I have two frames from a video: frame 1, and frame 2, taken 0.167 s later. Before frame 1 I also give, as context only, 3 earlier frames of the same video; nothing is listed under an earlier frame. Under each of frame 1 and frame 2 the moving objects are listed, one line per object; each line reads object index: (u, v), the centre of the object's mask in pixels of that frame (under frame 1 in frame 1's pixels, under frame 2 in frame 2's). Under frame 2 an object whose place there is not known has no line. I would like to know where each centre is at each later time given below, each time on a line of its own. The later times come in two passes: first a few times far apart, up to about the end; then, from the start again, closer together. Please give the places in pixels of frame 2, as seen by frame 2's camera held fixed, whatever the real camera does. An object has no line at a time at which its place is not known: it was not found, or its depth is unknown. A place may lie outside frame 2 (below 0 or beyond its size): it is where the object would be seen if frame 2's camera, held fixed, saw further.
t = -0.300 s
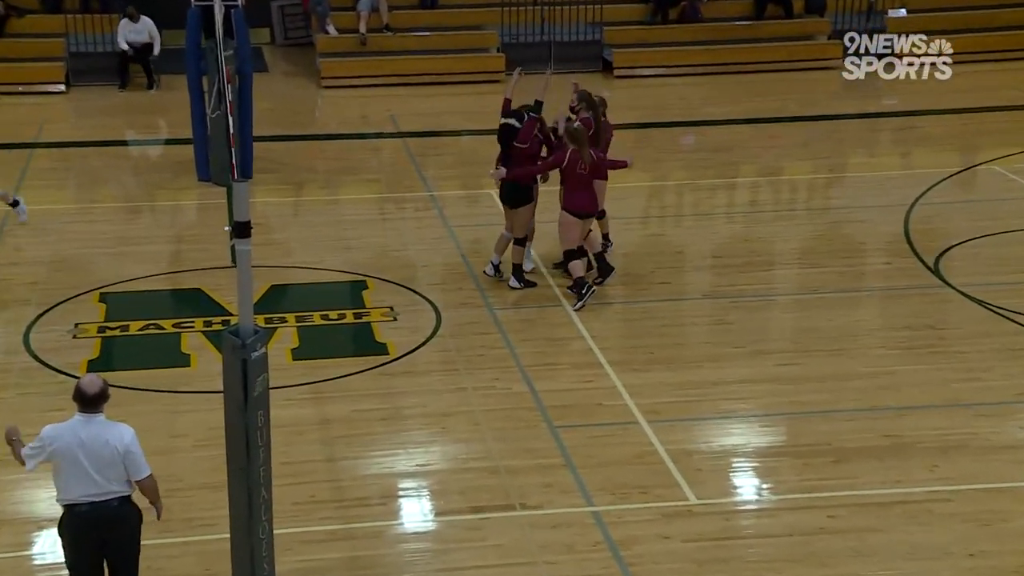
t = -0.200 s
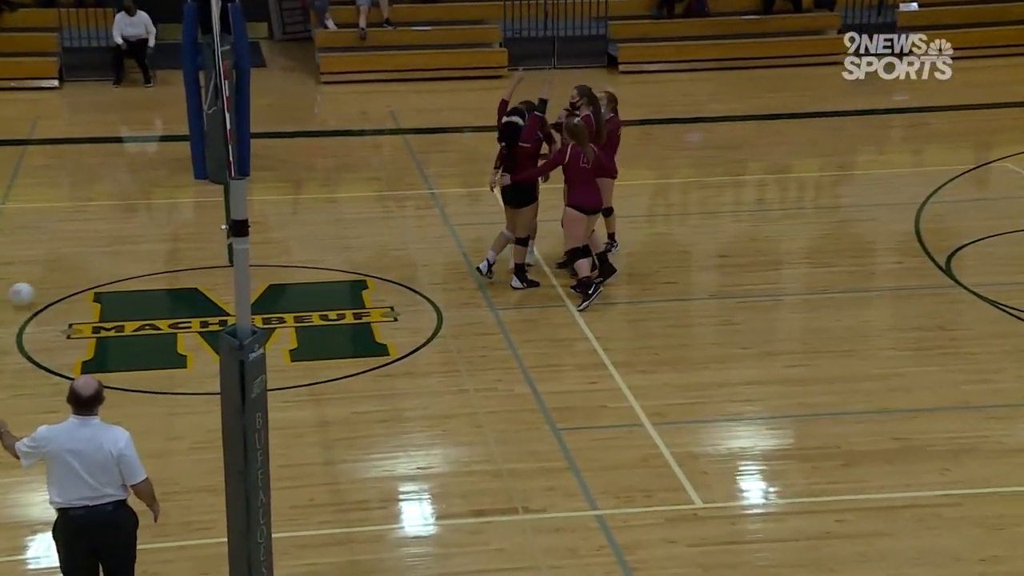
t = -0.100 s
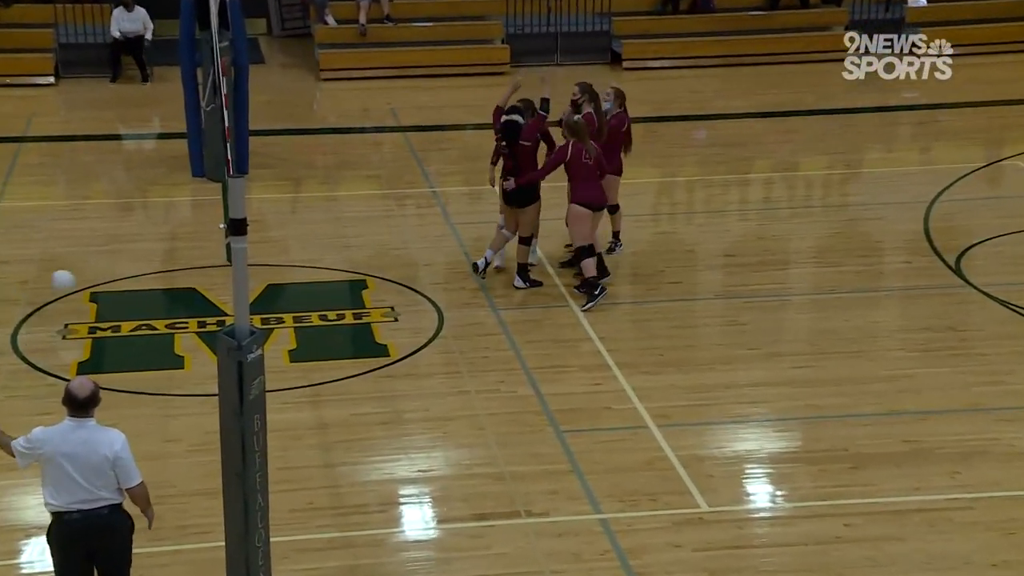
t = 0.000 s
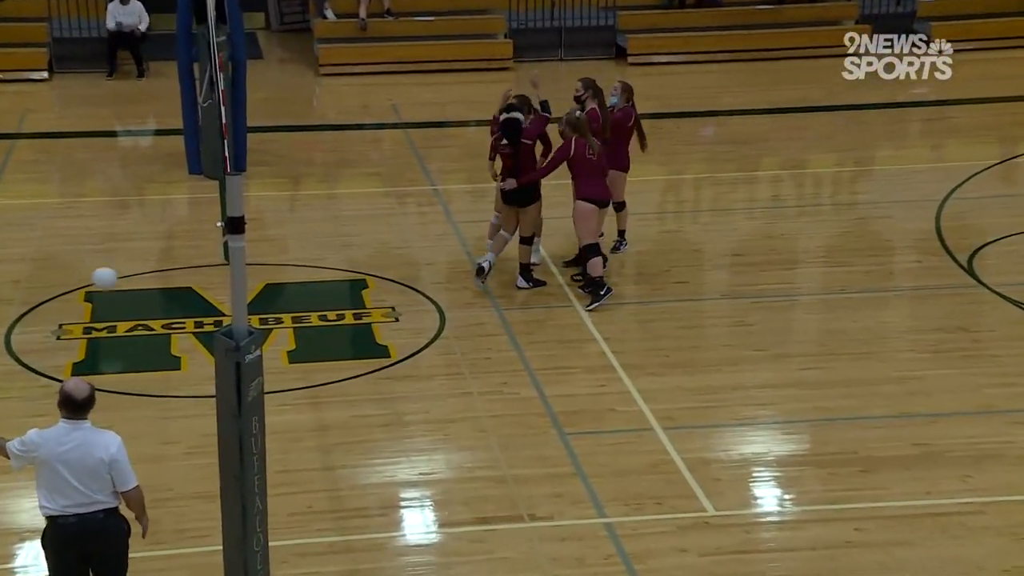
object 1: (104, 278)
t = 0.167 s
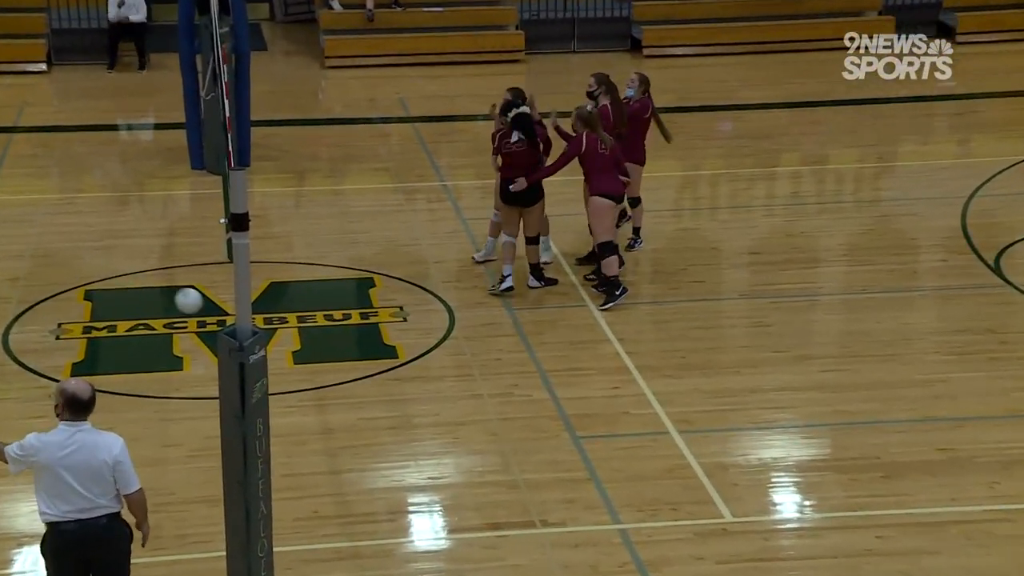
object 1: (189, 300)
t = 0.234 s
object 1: (225, 320)
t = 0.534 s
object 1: (373, 325)
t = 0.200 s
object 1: (207, 309)
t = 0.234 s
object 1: (225, 320)
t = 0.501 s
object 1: (356, 320)
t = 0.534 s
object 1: (373, 325)
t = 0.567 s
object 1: (390, 331)
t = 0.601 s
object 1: (407, 336)
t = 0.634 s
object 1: (425, 346)
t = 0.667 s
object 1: (444, 357)
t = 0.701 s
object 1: (461, 358)
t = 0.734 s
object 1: (478, 353)
